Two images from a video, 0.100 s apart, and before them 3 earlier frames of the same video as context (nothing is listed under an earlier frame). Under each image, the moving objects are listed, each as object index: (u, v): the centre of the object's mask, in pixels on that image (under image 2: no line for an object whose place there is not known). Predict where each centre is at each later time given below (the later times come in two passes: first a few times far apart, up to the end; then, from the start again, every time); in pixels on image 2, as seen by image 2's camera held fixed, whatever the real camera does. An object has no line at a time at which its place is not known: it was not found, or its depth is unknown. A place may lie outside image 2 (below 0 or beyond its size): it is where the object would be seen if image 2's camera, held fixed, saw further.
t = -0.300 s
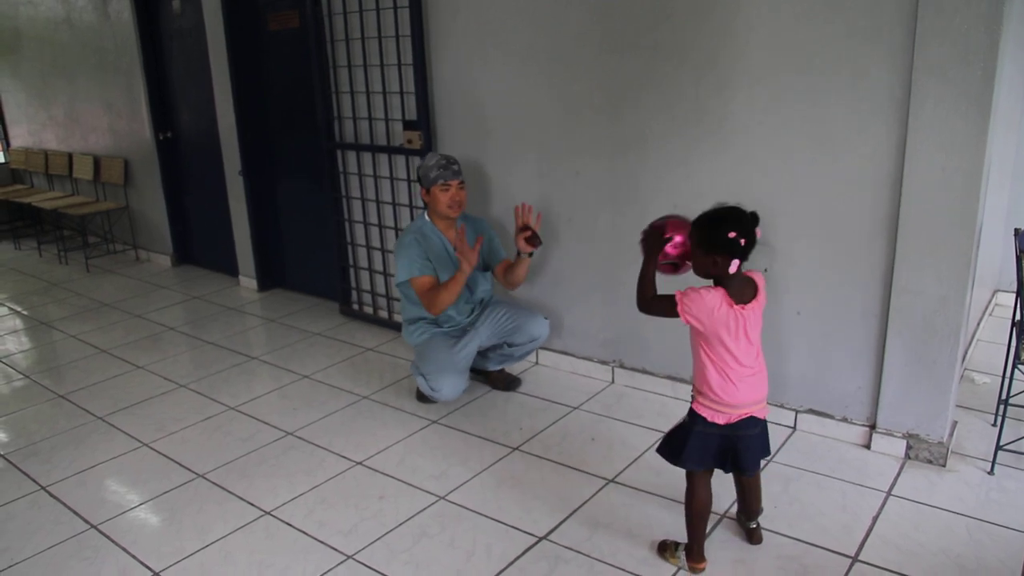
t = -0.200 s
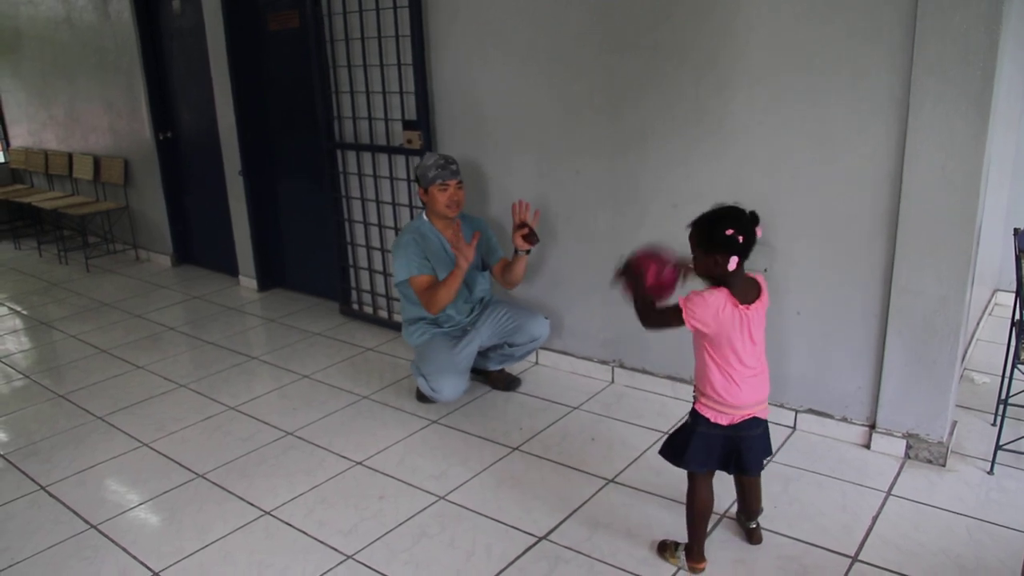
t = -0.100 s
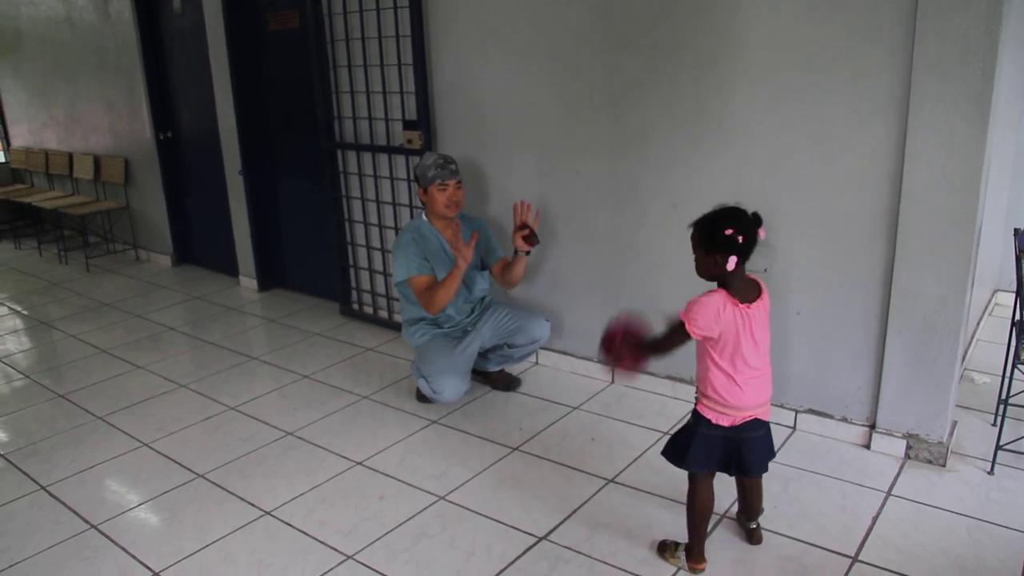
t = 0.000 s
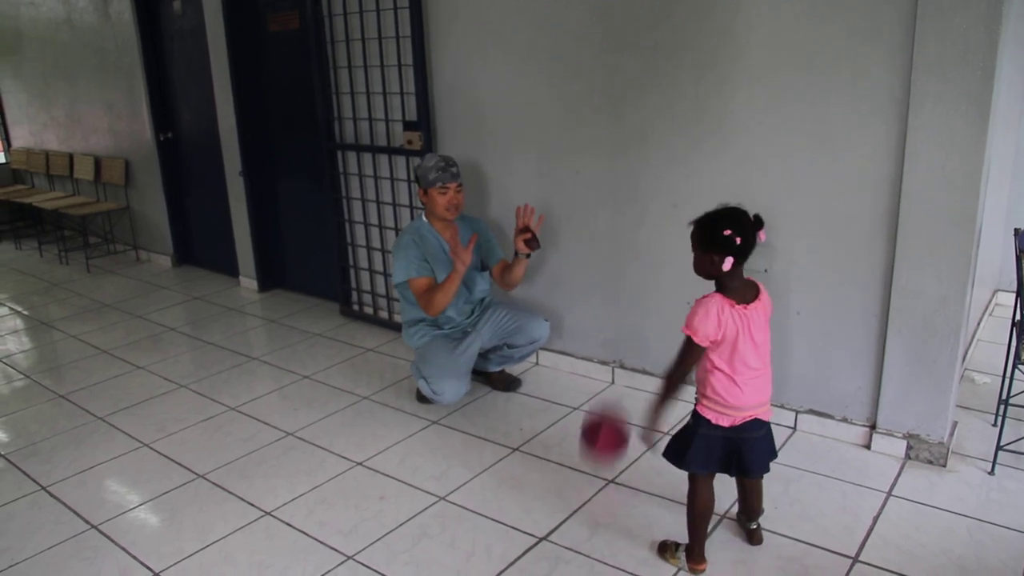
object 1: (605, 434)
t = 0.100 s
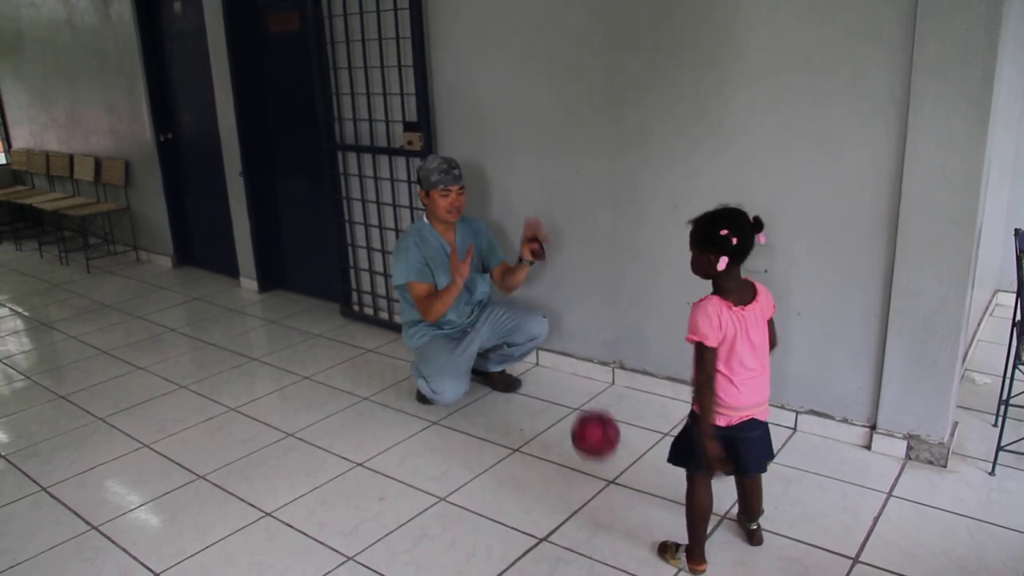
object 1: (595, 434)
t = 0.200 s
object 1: (589, 401)
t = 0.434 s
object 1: (577, 418)
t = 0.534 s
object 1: (571, 417)
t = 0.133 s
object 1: (593, 421)
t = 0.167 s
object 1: (591, 410)
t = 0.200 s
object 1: (589, 401)
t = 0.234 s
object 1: (587, 396)
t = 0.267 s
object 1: (586, 393)
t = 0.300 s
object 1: (584, 393)
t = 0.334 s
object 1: (582, 396)
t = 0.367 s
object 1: (580, 400)
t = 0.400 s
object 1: (579, 408)
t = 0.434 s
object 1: (577, 418)
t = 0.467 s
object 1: (575, 430)
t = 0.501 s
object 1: (573, 425)
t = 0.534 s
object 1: (571, 417)
